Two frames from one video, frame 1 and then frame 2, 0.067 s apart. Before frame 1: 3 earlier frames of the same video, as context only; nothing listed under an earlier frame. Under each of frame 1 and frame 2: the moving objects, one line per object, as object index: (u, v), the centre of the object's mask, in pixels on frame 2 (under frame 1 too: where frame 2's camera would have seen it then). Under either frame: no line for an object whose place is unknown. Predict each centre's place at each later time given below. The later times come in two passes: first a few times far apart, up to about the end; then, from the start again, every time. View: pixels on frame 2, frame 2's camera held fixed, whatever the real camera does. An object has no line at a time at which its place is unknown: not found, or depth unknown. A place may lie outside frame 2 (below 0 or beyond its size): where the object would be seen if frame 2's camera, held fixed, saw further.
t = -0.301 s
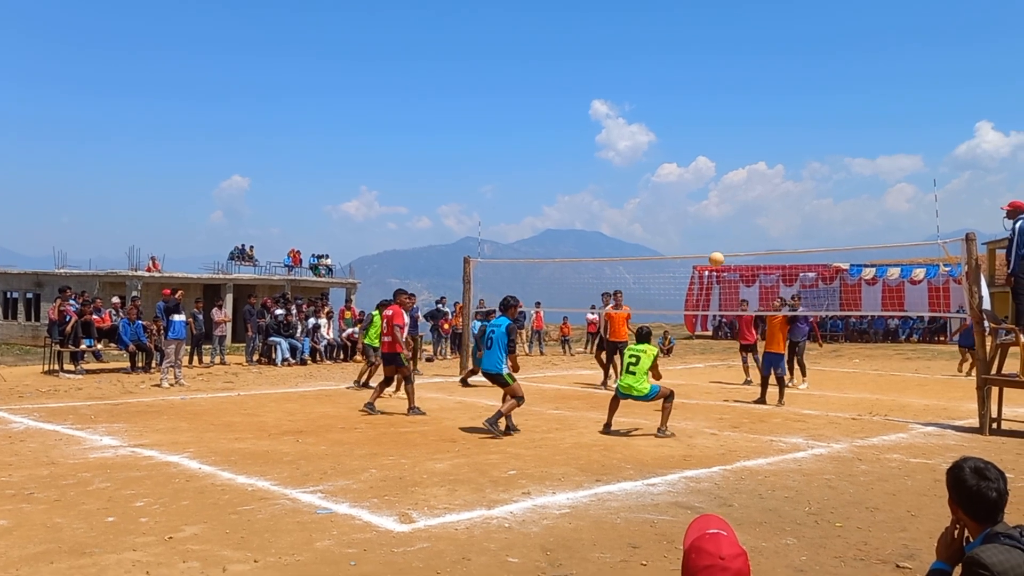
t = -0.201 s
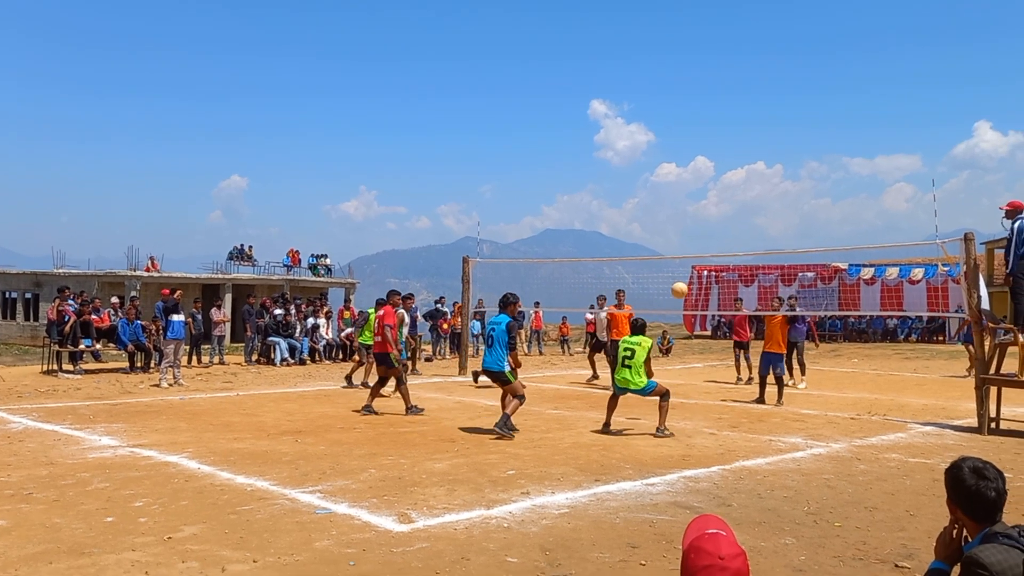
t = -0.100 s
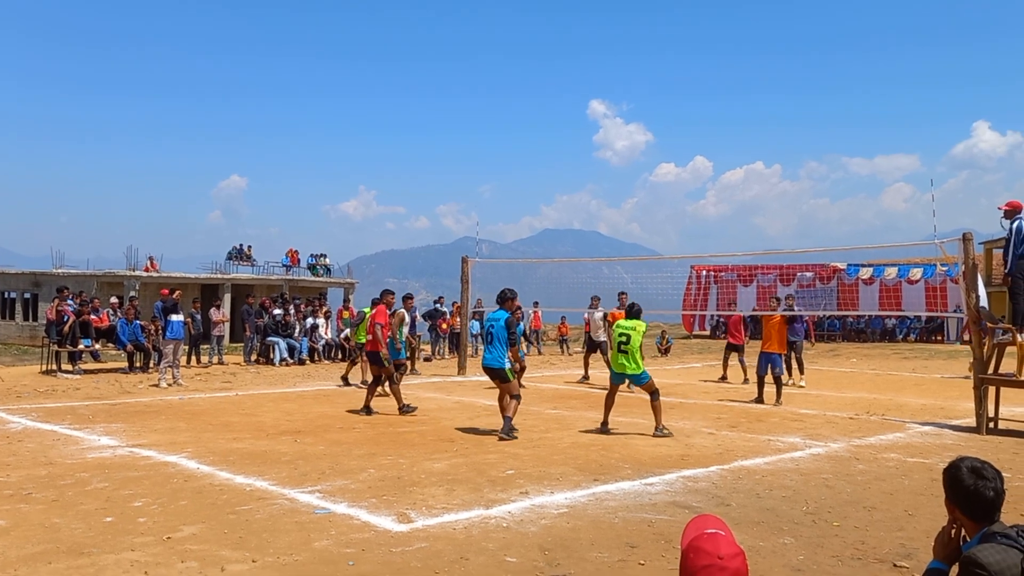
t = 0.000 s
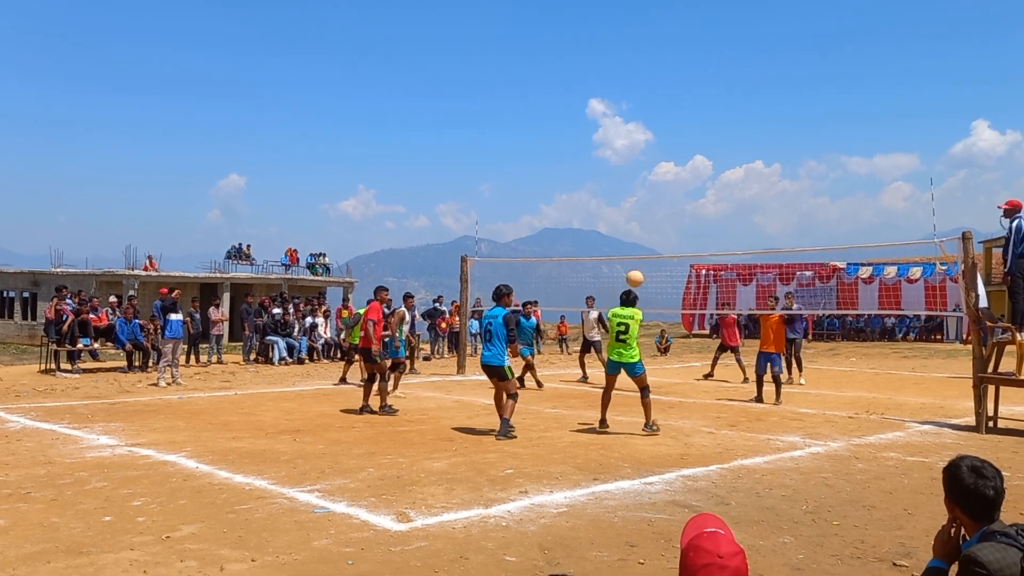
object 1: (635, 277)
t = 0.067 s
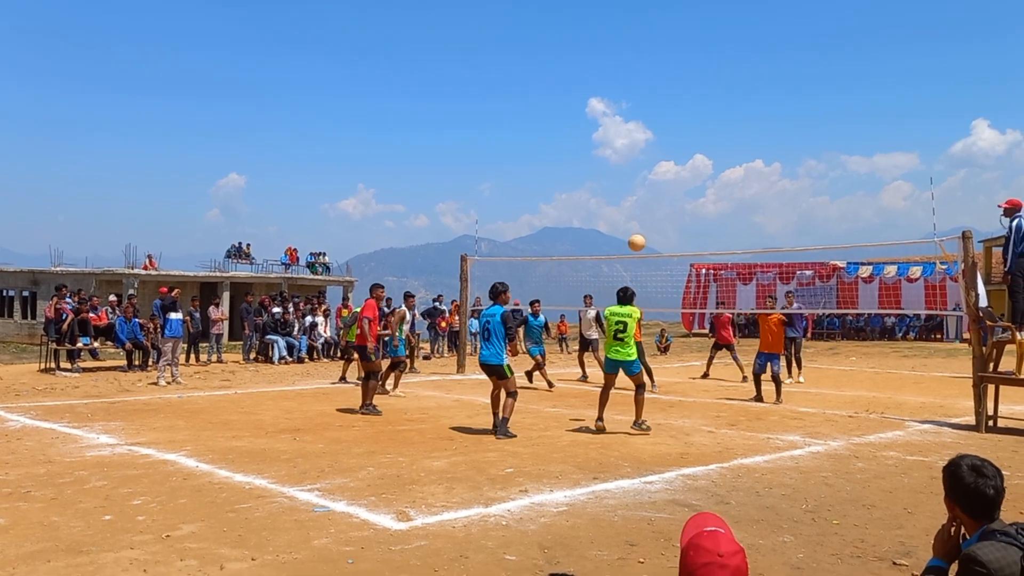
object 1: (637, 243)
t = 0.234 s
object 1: (641, 174)
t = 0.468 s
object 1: (646, 119)
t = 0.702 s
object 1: (650, 107)
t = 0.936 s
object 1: (653, 135)
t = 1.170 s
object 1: (654, 198)
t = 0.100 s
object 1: (637, 227)
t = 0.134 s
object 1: (639, 212)
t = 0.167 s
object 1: (639, 198)
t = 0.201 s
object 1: (640, 185)
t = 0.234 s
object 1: (641, 174)
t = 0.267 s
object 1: (642, 163)
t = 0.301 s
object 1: (643, 153)
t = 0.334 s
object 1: (644, 145)
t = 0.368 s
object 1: (644, 137)
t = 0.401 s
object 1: (645, 130)
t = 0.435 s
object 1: (646, 124)
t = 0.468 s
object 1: (646, 119)
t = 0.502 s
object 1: (647, 114)
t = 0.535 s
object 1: (648, 111)
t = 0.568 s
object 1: (648, 109)
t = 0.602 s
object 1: (649, 107)
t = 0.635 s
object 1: (649, 106)
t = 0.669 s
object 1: (650, 106)
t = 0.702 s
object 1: (650, 107)
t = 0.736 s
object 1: (651, 109)
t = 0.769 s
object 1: (651, 111)
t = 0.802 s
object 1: (651, 114)
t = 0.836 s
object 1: (652, 118)
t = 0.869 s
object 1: (652, 123)
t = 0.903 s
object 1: (652, 128)
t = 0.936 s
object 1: (653, 135)
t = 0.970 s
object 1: (653, 142)
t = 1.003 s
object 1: (653, 149)
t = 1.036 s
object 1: (653, 158)
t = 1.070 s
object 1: (653, 167)
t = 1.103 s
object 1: (653, 177)
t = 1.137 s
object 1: (654, 187)
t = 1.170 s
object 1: (654, 198)
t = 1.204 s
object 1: (654, 210)
